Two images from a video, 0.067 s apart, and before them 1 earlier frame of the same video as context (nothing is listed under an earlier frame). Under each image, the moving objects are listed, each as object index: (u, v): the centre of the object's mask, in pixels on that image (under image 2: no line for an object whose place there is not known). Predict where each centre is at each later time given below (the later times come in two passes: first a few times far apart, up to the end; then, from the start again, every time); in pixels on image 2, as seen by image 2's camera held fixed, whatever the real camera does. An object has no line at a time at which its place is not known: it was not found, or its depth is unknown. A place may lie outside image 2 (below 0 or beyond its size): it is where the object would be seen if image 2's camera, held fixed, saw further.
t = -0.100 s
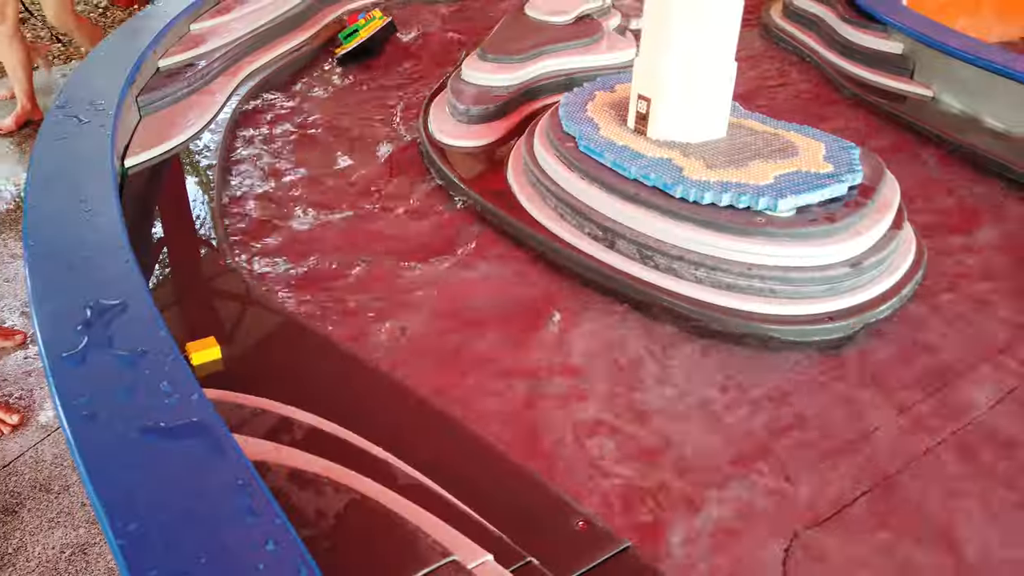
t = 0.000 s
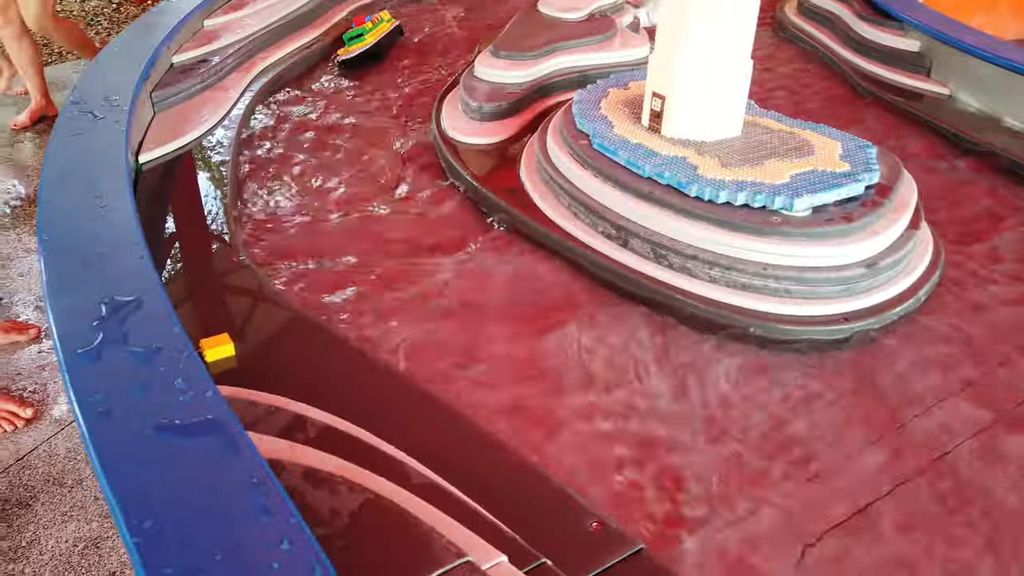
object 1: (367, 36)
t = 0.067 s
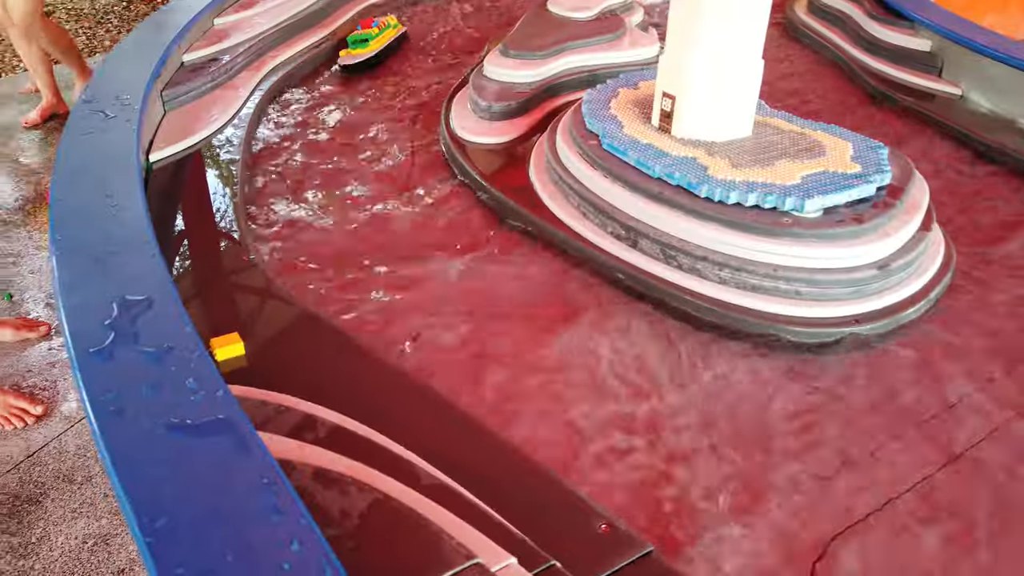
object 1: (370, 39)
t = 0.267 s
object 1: (351, 59)
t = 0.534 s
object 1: (322, 82)
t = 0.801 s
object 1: (300, 112)
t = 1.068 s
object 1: (297, 150)
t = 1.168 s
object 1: (297, 166)
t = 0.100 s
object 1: (367, 42)
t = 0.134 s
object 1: (364, 46)
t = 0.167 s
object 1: (361, 49)
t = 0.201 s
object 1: (358, 53)
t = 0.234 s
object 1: (354, 57)
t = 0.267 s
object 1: (351, 59)
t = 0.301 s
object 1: (348, 63)
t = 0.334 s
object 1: (344, 66)
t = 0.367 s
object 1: (340, 69)
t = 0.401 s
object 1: (337, 72)
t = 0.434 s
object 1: (332, 75)
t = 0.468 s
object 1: (329, 77)
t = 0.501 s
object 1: (325, 79)
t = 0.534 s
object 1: (322, 82)
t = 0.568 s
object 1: (319, 85)
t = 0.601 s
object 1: (316, 88)
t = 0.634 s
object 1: (312, 91)
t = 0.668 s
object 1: (310, 95)
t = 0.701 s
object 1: (307, 100)
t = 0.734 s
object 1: (304, 104)
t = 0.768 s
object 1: (302, 108)
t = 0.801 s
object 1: (300, 112)
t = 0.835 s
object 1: (299, 116)
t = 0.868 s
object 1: (299, 121)
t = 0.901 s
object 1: (299, 125)
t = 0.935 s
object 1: (299, 129)
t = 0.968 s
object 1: (298, 134)
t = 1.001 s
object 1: (298, 139)
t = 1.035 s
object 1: (297, 145)
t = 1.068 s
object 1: (297, 150)
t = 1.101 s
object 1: (297, 155)
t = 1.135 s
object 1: (298, 161)
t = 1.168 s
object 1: (297, 166)
